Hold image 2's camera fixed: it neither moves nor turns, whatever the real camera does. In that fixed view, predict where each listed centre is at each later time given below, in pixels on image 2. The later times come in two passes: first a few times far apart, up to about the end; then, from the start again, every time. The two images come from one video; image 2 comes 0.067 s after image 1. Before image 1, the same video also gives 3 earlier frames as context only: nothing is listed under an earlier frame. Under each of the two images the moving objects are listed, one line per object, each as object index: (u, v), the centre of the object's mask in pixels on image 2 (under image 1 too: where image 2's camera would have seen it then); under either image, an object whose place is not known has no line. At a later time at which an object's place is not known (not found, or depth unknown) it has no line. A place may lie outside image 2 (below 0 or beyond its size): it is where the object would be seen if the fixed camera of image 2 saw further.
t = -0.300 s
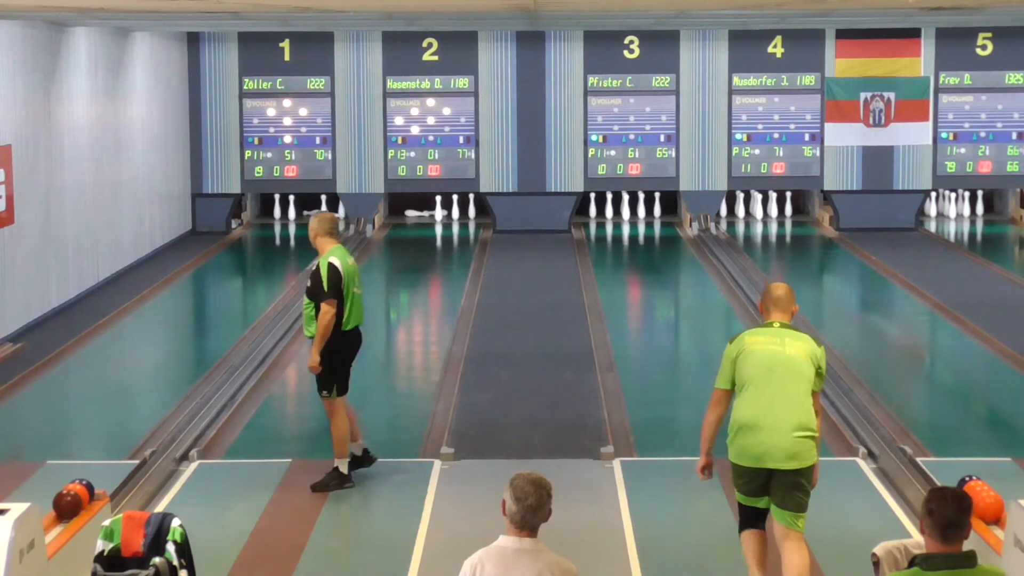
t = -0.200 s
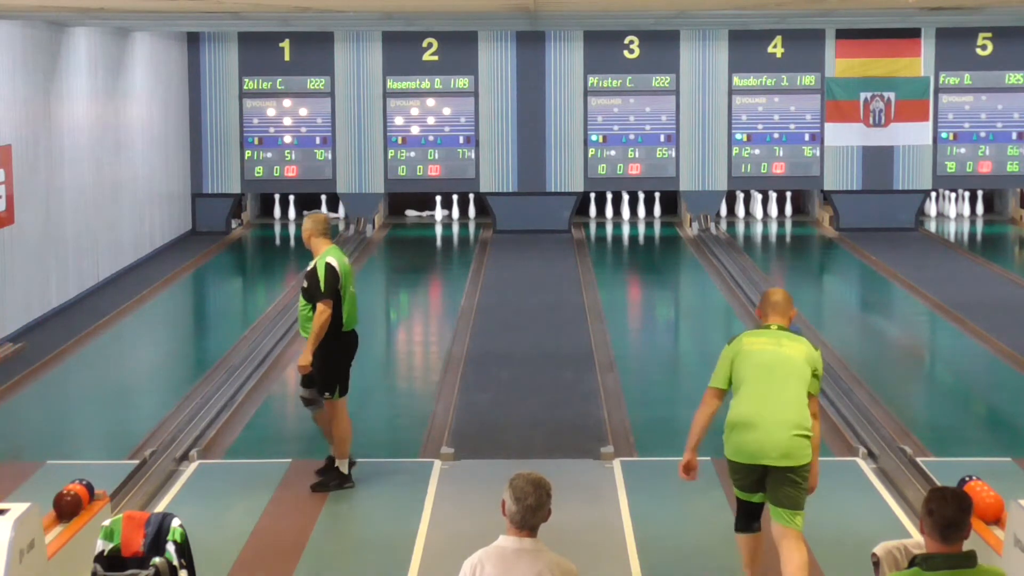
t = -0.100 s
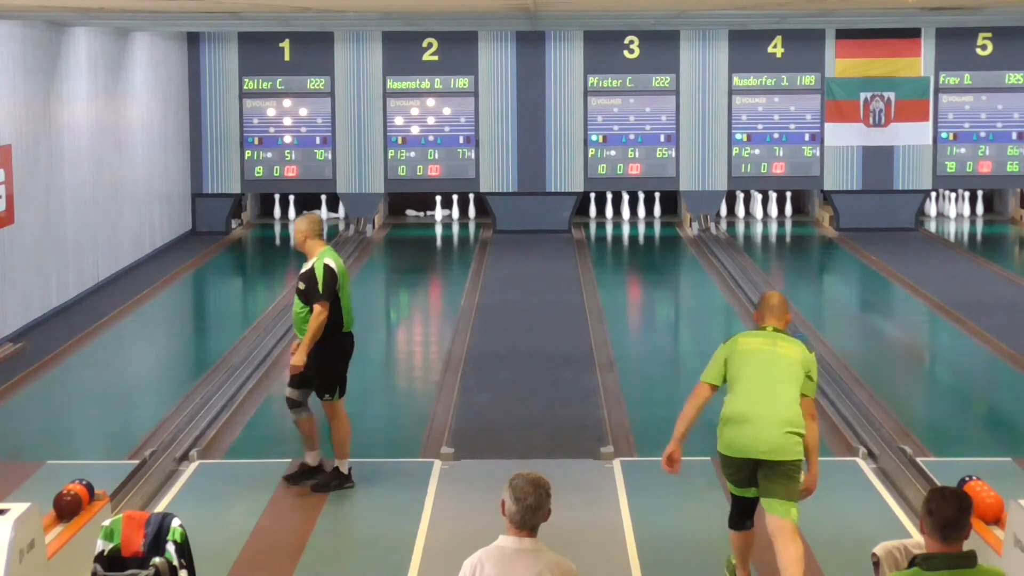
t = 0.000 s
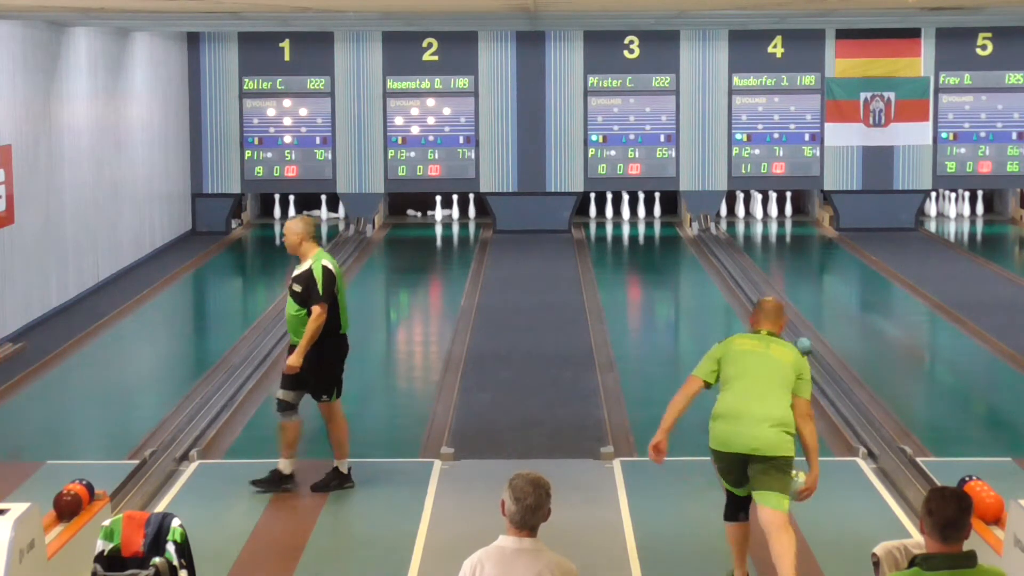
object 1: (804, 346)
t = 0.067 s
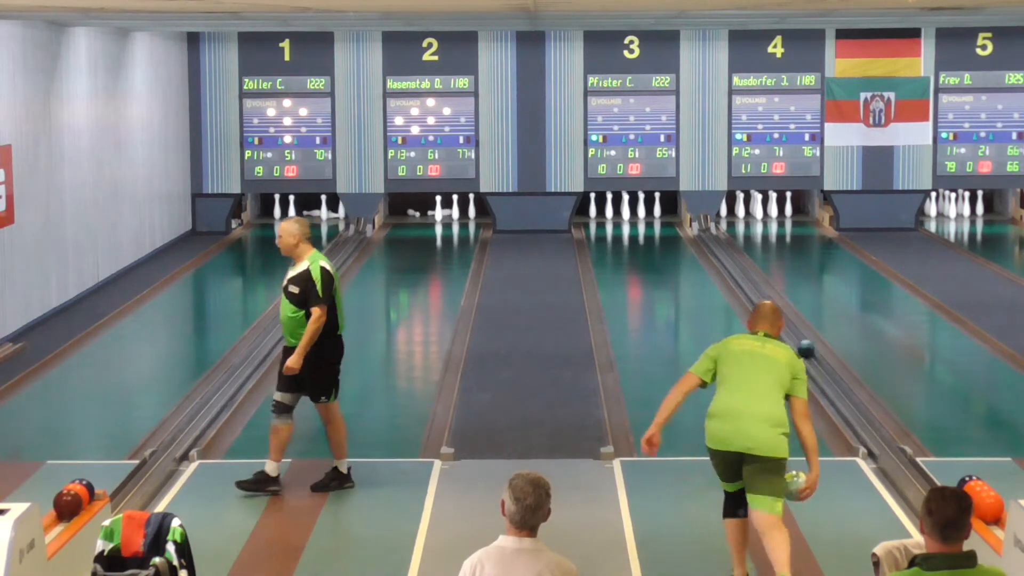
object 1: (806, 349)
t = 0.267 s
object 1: (817, 362)
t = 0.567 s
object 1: (834, 381)
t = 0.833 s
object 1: (849, 400)
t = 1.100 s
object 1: (868, 424)
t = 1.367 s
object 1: (888, 447)
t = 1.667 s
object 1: (913, 476)
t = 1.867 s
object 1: (926, 495)
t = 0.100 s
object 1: (809, 351)
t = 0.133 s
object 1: (810, 353)
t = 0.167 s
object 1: (811, 356)
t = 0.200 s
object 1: (813, 357)
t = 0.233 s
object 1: (814, 358)
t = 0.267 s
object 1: (817, 362)
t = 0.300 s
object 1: (819, 364)
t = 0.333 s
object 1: (820, 365)
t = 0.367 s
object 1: (823, 368)
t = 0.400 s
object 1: (824, 372)
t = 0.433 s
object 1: (825, 372)
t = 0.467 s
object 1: (828, 374)
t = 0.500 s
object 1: (829, 377)
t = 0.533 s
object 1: (830, 378)
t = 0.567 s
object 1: (834, 381)
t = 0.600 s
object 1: (836, 384)
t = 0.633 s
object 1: (837, 386)
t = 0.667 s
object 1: (839, 389)
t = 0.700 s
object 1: (842, 391)
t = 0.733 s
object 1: (843, 393)
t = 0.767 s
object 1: (845, 396)
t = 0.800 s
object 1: (848, 398)
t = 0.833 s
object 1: (849, 400)
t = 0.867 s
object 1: (852, 404)
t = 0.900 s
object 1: (854, 407)
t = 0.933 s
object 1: (856, 408)
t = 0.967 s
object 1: (859, 411)
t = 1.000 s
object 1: (861, 415)
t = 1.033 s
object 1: (862, 416)
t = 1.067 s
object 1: (865, 419)
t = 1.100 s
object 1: (868, 424)
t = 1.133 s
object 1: (869, 424)
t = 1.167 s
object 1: (872, 428)
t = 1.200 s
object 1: (876, 431)
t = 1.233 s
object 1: (877, 433)
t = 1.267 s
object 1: (879, 438)
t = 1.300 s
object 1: (883, 440)
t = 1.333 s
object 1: (885, 442)
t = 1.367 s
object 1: (888, 447)
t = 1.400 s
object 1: (891, 450)
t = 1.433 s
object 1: (893, 451)
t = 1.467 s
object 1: (897, 455)
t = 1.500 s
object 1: (900, 460)
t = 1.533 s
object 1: (902, 460)
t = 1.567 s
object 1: (905, 466)
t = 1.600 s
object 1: (909, 470)
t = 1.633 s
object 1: (909, 472)
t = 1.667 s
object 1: (913, 476)
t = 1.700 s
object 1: (917, 480)
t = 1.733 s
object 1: (919, 483)
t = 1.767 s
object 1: (922, 487)
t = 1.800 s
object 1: (924, 489)
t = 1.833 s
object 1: (925, 490)
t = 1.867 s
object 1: (926, 495)
